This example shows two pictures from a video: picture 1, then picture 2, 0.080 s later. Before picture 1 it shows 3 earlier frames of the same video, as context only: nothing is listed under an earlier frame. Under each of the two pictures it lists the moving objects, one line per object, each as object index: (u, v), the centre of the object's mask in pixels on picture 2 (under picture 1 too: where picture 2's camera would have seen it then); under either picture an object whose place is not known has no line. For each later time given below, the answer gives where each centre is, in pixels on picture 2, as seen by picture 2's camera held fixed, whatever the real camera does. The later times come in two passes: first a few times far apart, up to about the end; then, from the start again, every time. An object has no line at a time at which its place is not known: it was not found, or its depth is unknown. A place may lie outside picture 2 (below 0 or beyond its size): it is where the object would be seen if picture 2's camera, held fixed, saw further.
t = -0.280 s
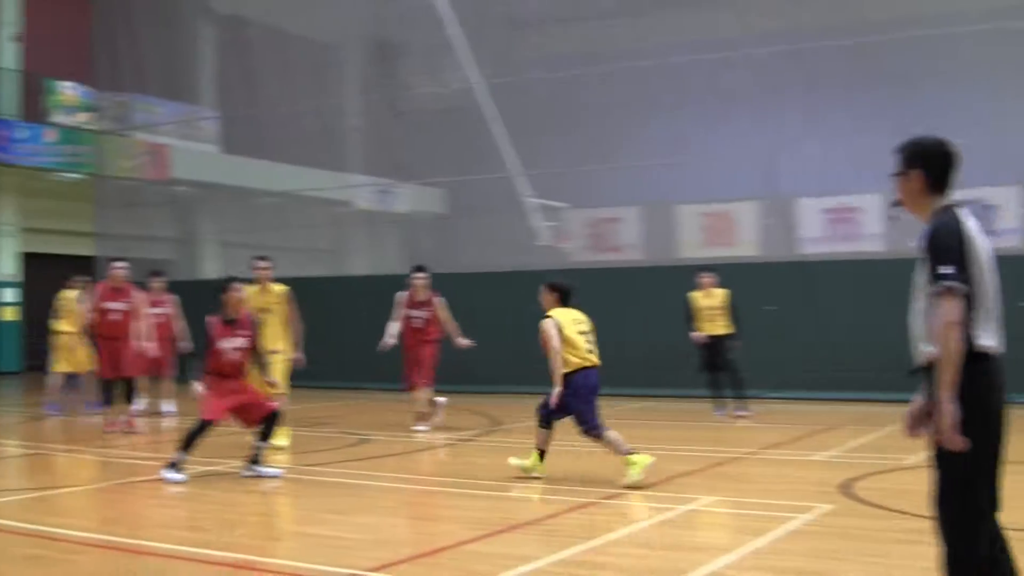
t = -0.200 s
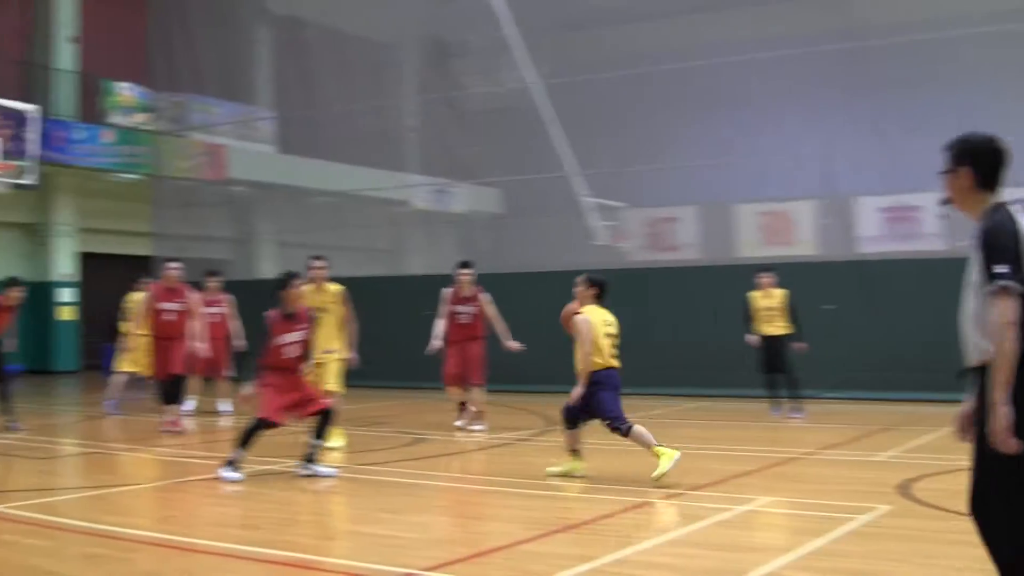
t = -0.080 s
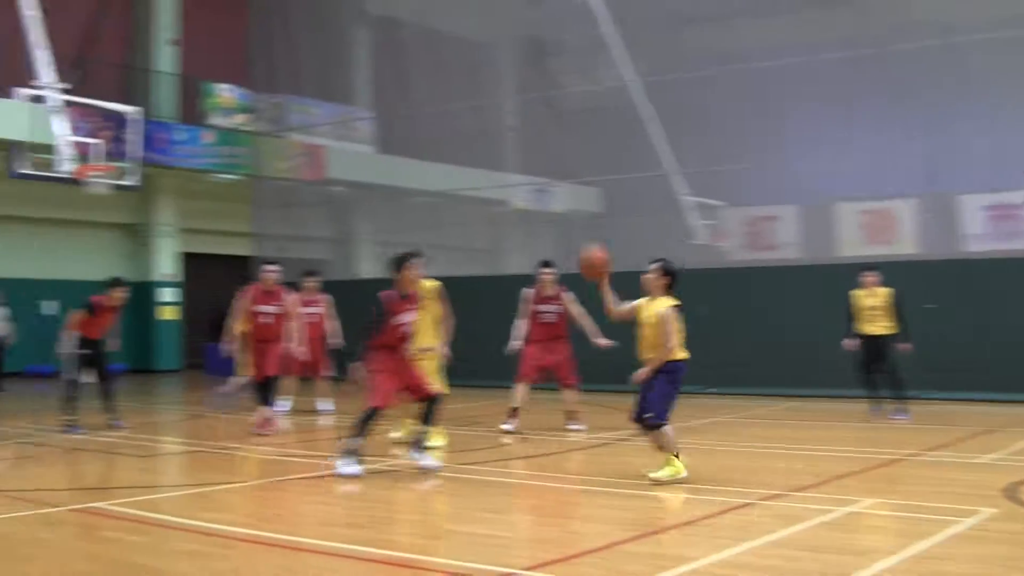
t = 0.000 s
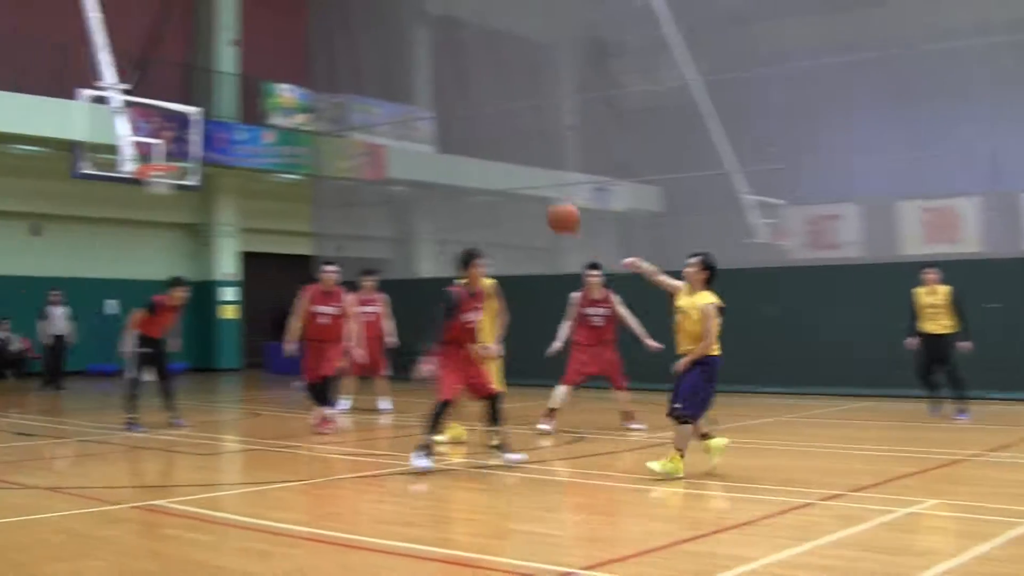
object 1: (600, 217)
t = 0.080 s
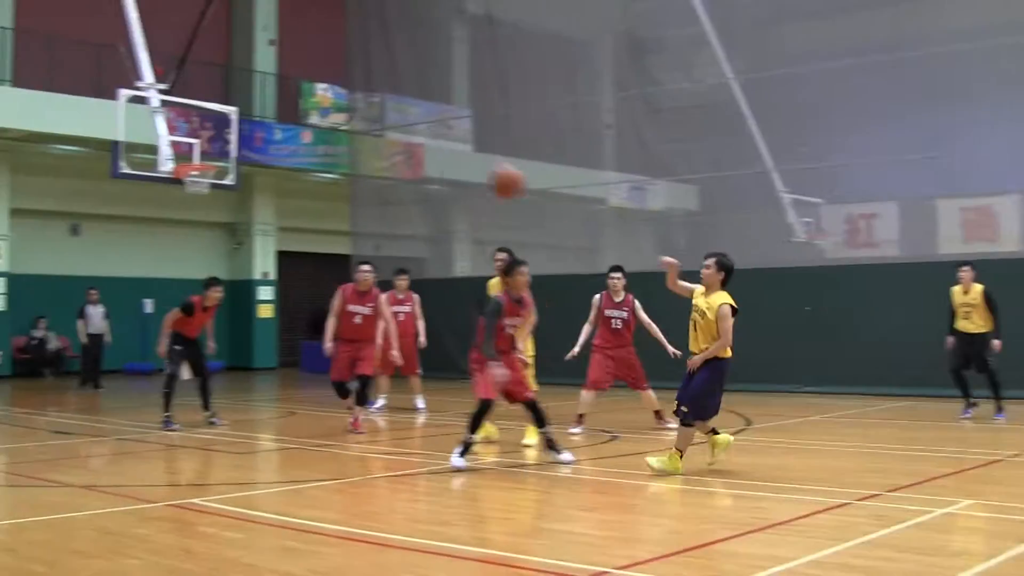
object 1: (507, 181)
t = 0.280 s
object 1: (266, 127)
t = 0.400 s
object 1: (124, 120)
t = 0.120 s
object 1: (460, 167)
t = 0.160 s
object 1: (412, 155)
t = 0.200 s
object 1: (364, 142)
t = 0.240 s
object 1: (316, 133)
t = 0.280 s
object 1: (266, 127)
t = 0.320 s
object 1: (214, 123)
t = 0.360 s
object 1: (167, 120)
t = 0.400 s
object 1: (124, 120)
